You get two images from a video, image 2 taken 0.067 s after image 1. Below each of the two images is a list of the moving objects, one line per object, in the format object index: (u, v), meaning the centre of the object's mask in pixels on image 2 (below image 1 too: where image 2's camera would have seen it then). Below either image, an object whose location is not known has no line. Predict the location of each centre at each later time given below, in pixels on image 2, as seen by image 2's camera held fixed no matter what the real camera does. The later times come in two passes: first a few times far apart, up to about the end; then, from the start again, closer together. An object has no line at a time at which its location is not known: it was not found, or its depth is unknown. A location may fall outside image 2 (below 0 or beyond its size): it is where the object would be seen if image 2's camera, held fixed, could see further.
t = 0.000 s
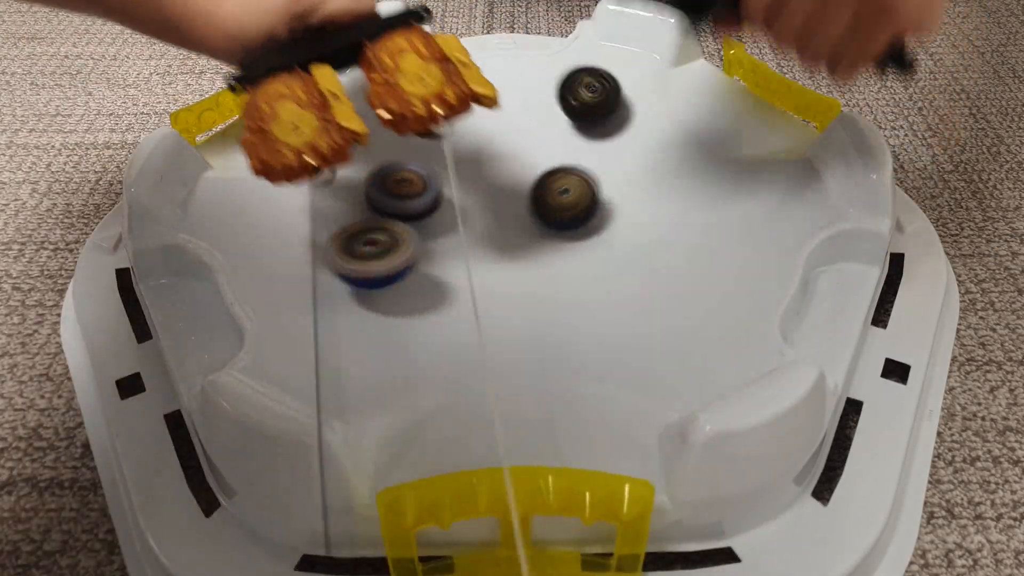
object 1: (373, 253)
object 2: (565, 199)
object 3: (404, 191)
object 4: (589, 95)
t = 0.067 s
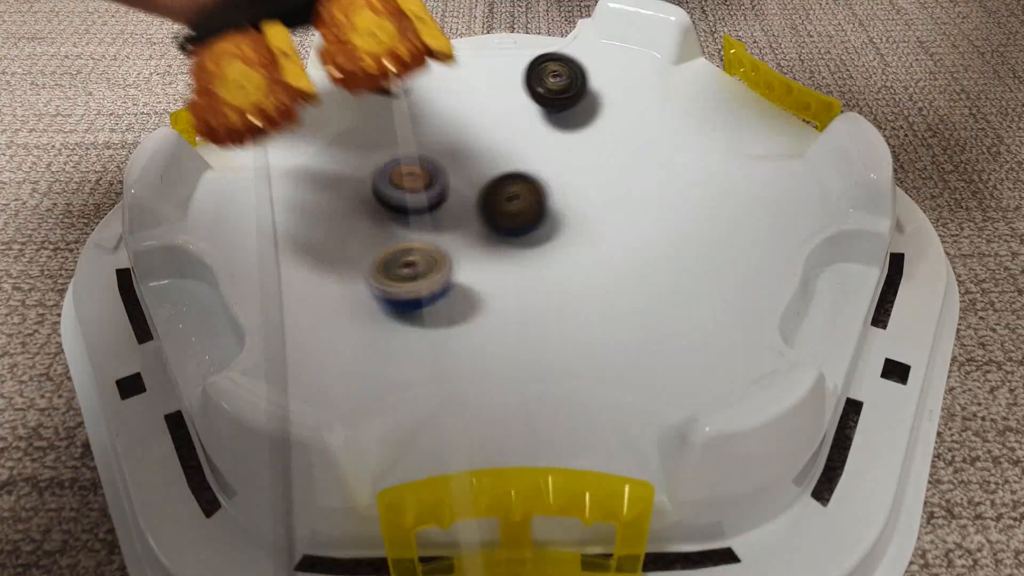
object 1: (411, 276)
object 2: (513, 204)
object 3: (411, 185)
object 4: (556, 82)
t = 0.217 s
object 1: (540, 270)
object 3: (373, 143)
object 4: (503, 93)
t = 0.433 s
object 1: (665, 219)
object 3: (417, 128)
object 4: (497, 139)
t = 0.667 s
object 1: (586, 157)
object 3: (496, 181)
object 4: (516, 69)
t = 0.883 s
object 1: (604, 112)
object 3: (399, 210)
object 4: (483, 43)
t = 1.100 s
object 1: (521, 130)
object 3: (426, 159)
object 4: (478, 80)
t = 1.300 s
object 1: (596, 152)
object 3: (335, 160)
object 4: (482, 152)
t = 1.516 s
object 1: (632, 171)
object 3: (289, 134)
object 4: (561, 236)
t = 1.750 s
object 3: (304, 282)
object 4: (694, 226)
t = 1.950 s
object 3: (295, 319)
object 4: (744, 203)
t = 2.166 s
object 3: (416, 272)
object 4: (709, 185)
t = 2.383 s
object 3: (404, 206)
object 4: (703, 136)
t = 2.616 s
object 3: (282, 153)
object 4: (751, 91)
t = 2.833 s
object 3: (394, 191)
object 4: (737, 104)
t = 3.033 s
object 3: (454, 238)
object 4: (696, 129)
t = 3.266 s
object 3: (504, 235)
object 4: (538, 162)
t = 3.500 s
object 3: (548, 222)
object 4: (396, 244)
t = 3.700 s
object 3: (529, 202)
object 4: (370, 248)
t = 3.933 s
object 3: (525, 170)
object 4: (380, 106)
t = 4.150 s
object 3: (515, 158)
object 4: (383, 38)
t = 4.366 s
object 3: (492, 172)
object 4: (427, 45)
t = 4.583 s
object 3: (441, 187)
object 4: (482, 64)
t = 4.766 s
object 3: (394, 152)
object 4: (531, 109)
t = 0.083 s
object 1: (425, 276)
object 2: (499, 210)
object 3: (417, 184)
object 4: (547, 86)
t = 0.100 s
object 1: (435, 279)
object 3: (419, 182)
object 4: (540, 86)
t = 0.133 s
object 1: (466, 279)
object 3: (404, 169)
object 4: (527, 85)
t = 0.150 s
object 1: (481, 276)
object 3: (394, 164)
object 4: (521, 88)
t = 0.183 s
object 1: (512, 277)
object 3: (380, 154)
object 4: (511, 91)
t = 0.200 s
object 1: (527, 273)
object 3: (376, 148)
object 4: (507, 93)
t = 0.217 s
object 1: (540, 270)
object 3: (373, 143)
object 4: (503, 93)
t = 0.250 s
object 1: (568, 273)
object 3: (370, 137)
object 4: (497, 98)
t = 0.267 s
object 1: (582, 273)
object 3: (371, 134)
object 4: (496, 100)
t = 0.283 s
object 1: (594, 270)
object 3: (373, 132)
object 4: (494, 102)
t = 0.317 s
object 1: (619, 265)
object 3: (378, 129)
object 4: (492, 107)
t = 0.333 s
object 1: (630, 260)
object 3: (383, 128)
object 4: (492, 111)
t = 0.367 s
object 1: (647, 248)
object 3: (394, 126)
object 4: (489, 119)
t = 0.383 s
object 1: (654, 242)
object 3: (402, 127)
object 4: (489, 124)
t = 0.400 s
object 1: (659, 235)
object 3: (409, 127)
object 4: (488, 129)
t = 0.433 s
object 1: (665, 219)
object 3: (417, 128)
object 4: (497, 139)
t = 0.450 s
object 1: (665, 211)
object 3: (420, 129)
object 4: (504, 143)
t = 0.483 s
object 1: (660, 194)
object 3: (429, 132)
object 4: (516, 148)
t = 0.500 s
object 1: (656, 187)
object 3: (435, 134)
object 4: (521, 142)
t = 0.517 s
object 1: (650, 180)
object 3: (442, 136)
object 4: (525, 136)
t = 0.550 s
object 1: (633, 165)
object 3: (457, 142)
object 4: (532, 128)
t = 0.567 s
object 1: (623, 159)
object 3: (465, 145)
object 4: (535, 125)
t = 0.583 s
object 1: (612, 152)
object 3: (472, 149)
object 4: (539, 122)
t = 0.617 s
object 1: (600, 149)
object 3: (481, 161)
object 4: (534, 101)
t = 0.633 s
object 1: (597, 150)
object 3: (487, 167)
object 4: (527, 89)
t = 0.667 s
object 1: (586, 157)
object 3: (496, 181)
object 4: (516, 69)
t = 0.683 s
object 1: (579, 161)
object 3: (500, 187)
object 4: (512, 62)
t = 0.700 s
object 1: (574, 162)
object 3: (501, 196)
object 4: (509, 56)
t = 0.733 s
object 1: (589, 150)
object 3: (469, 224)
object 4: (503, 47)
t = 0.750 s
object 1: (595, 143)
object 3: (453, 237)
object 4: (501, 44)
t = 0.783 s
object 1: (604, 134)
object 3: (428, 242)
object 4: (497, 39)
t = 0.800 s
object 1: (607, 129)
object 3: (422, 238)
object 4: (494, 37)
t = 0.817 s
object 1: (608, 124)
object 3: (416, 234)
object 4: (492, 38)
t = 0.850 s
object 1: (608, 116)
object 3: (405, 223)
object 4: (487, 41)
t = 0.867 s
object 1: (607, 114)
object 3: (402, 218)
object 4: (485, 41)
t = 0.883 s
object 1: (604, 112)
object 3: (399, 210)
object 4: (483, 43)
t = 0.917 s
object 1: (598, 108)
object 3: (396, 203)
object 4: (480, 45)
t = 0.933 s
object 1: (594, 107)
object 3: (395, 196)
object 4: (479, 48)
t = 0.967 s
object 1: (584, 107)
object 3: (394, 186)
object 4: (477, 52)
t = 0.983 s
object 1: (578, 108)
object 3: (395, 182)
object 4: (476, 55)
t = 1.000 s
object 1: (571, 109)
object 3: (397, 176)
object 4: (476, 58)
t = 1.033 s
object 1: (556, 113)
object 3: (403, 169)
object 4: (476, 65)
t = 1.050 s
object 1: (548, 117)
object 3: (407, 166)
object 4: (476, 69)
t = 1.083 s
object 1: (530, 126)
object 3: (419, 160)
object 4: (478, 79)
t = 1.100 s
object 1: (521, 130)
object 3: (426, 159)
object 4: (478, 80)
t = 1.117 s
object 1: (511, 136)
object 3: (434, 158)
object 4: (478, 84)
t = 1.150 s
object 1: (520, 141)
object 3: (420, 167)
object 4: (478, 96)
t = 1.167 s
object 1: (531, 142)
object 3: (408, 173)
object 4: (478, 99)
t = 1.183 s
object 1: (542, 143)
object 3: (398, 179)
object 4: (479, 107)
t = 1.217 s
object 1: (560, 146)
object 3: (380, 188)
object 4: (478, 118)
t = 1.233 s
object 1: (568, 147)
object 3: (373, 193)
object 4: (479, 124)
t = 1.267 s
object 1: (583, 149)
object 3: (361, 199)
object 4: (480, 138)
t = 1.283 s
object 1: (590, 151)
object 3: (351, 187)
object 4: (481, 145)
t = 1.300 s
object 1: (596, 152)
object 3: (335, 160)
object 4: (482, 152)
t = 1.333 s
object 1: (607, 154)
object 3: (313, 120)
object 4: (488, 167)
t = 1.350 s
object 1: (612, 155)
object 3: (304, 104)
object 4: (491, 175)
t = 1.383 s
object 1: (620, 158)
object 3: (288, 76)
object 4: (500, 189)
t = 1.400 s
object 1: (623, 158)
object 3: (294, 63)
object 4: (506, 194)
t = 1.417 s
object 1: (626, 159)
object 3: (304, 60)
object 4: (512, 202)
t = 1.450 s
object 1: (631, 162)
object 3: (296, 73)
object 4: (526, 215)
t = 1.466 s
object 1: (632, 161)
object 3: (296, 87)
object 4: (535, 220)
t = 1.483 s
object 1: (633, 162)
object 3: (293, 100)
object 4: (543, 224)
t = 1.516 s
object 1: (632, 171)
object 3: (289, 134)
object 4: (561, 236)
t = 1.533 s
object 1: (631, 172)
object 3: (287, 142)
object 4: (571, 237)
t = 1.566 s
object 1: (626, 178)
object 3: (280, 162)
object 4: (591, 242)
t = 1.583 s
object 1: (622, 179)
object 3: (279, 178)
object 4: (601, 244)
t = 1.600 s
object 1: (618, 182)
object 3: (277, 191)
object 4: (612, 245)
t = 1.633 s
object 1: (607, 185)
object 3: (279, 210)
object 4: (632, 240)
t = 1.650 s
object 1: (601, 190)
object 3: (280, 223)
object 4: (641, 241)
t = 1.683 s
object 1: (592, 199)
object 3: (286, 246)
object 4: (661, 238)
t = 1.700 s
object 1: (585, 200)
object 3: (289, 254)
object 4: (670, 234)
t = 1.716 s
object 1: (579, 204)
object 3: (294, 264)
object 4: (679, 232)
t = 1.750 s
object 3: (304, 282)
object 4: (694, 226)
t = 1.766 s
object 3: (296, 290)
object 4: (701, 224)
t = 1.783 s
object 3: (291, 299)
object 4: (708, 222)
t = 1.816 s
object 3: (279, 319)
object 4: (719, 218)
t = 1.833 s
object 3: (272, 326)
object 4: (724, 215)
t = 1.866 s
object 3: (272, 325)
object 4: (733, 212)
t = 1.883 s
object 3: (275, 321)
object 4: (736, 210)
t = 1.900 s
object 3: (279, 320)
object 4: (739, 206)
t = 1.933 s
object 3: (290, 323)
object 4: (744, 204)
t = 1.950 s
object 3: (295, 319)
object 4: (744, 203)
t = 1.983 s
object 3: (309, 311)
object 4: (743, 199)
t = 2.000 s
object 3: (318, 307)
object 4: (741, 198)
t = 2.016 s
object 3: (326, 305)
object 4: (739, 197)
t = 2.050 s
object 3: (344, 297)
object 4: (734, 195)
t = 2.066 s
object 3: (354, 294)
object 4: (731, 193)
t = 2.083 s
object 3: (363, 291)
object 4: (727, 192)
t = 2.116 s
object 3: (384, 283)
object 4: (716, 191)
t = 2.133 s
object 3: (394, 279)
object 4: (712, 190)
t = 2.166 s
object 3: (416, 272)
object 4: (709, 185)
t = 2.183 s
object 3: (428, 268)
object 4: (708, 184)
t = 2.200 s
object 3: (439, 264)
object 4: (705, 182)
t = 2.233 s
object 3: (462, 255)
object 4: (697, 180)
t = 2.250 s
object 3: (473, 250)
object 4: (693, 179)
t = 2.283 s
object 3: (497, 239)
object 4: (682, 176)
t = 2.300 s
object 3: (508, 234)
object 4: (675, 176)
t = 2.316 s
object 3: (494, 227)
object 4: (670, 176)
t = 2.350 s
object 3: (447, 211)
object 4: (688, 156)
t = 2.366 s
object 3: (426, 208)
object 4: (696, 145)
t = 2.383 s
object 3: (404, 206)
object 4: (703, 136)
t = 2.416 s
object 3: (368, 193)
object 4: (713, 120)
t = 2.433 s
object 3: (352, 184)
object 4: (717, 114)
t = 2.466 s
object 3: (325, 174)
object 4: (724, 105)
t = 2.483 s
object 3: (312, 168)
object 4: (728, 101)
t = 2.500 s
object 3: (302, 163)
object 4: (731, 100)
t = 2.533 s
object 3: (289, 158)
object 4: (738, 96)
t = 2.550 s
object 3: (284, 155)
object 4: (741, 95)
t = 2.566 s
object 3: (281, 153)
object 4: (744, 94)
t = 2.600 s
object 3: (280, 153)
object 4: (749, 92)
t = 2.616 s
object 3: (282, 153)
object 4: (751, 91)
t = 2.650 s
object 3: (290, 157)
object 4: (753, 90)
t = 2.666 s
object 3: (297, 158)
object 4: (752, 90)
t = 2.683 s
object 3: (304, 161)
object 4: (751, 91)
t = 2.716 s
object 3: (321, 167)
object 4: (749, 94)
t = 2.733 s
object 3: (331, 171)
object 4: (748, 95)
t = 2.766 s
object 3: (351, 177)
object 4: (745, 97)
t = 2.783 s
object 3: (361, 182)
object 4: (743, 99)
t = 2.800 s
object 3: (372, 185)
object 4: (741, 100)
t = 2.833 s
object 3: (394, 191)
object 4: (737, 104)
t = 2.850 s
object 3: (406, 195)
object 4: (734, 106)
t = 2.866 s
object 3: (418, 198)
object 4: (732, 108)
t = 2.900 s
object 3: (440, 203)
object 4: (726, 111)
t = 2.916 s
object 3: (454, 206)
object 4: (724, 113)
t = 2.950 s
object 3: (471, 214)
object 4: (717, 118)
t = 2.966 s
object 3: (463, 223)
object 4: (714, 120)
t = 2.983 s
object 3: (459, 228)
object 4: (711, 122)
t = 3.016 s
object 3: (455, 233)
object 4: (702, 126)
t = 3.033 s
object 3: (454, 238)
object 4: (696, 129)
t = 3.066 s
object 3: (455, 237)
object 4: (680, 132)
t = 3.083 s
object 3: (457, 238)
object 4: (670, 135)
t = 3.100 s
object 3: (461, 239)
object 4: (661, 136)
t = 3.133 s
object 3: (469, 240)
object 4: (640, 140)
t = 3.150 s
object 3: (473, 239)
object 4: (628, 140)
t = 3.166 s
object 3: (477, 239)
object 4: (616, 142)
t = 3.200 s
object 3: (487, 237)
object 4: (591, 148)
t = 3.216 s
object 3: (490, 238)
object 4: (577, 151)
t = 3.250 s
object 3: (499, 237)
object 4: (551, 158)
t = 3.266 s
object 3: (504, 235)
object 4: (538, 162)
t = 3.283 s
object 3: (507, 235)
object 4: (525, 165)
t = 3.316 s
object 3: (515, 233)
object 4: (500, 175)
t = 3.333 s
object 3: (519, 232)
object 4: (488, 180)
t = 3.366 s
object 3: (525, 231)
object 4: (465, 192)
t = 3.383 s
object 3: (529, 230)
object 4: (454, 198)
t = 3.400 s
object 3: (533, 229)
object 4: (443, 204)
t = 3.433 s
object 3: (539, 227)
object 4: (425, 217)
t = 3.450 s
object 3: (541, 225)
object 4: (417, 223)
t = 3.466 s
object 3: (544, 224)
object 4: (409, 230)
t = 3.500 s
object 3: (548, 222)
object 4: (396, 244)
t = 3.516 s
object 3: (549, 221)
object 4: (392, 251)
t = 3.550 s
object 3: (542, 219)
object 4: (385, 264)
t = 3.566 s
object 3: (539, 217)
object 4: (383, 270)
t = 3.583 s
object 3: (536, 215)
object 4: (383, 277)
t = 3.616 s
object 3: (532, 213)
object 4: (380, 287)
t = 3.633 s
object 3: (531, 210)
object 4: (379, 291)
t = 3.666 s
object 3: (529, 206)
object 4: (377, 278)
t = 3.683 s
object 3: (529, 204)
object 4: (372, 263)
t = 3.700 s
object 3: (529, 202)
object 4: (370, 248)
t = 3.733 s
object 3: (529, 198)
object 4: (367, 223)
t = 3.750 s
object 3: (529, 195)
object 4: (367, 210)
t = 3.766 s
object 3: (529, 193)
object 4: (367, 198)
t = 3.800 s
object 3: (529, 188)
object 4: (369, 174)
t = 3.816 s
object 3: (529, 185)
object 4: (370, 165)
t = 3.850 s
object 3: (528, 182)
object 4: (373, 146)
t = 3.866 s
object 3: (527, 180)
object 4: (375, 137)
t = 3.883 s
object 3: (527, 177)
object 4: (376, 128)
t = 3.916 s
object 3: (525, 173)
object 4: (378, 113)
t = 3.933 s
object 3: (525, 170)
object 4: (380, 106)
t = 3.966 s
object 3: (524, 167)
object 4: (381, 93)
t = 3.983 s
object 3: (523, 166)
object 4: (381, 87)
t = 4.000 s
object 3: (523, 165)
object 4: (381, 81)
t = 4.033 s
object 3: (521, 162)
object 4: (380, 68)
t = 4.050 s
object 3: (520, 161)
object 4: (381, 64)
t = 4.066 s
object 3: (519, 160)
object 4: (380, 59)
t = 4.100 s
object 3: (517, 159)
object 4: (381, 50)
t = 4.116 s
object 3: (517, 159)
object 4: (381, 46)
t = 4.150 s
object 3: (515, 158)
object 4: (383, 38)
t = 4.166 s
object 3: (513, 158)
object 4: (385, 35)
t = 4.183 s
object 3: (511, 159)
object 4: (388, 35)
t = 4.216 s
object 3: (509, 160)
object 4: (394, 38)
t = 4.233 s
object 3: (508, 160)
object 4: (398, 38)
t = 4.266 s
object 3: (505, 162)
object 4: (405, 40)
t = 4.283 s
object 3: (502, 162)
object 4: (408, 40)
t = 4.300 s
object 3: (501, 164)
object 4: (412, 42)
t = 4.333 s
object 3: (497, 169)
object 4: (420, 43)
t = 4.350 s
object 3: (495, 170)
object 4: (424, 45)
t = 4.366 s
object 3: (492, 172)
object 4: (427, 45)
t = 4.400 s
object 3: (489, 177)
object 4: (435, 47)
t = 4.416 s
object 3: (487, 179)
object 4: (439, 48)
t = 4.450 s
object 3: (483, 183)
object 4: (448, 49)
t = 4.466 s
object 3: (479, 185)
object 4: (451, 50)
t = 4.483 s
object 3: (473, 189)
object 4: (456, 52)
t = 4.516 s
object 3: (465, 194)
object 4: (465, 55)
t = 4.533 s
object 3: (462, 195)
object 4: (469, 55)
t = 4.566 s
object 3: (449, 193)
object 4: (478, 60)
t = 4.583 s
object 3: (441, 187)
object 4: (482, 64)
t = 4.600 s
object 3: (432, 180)
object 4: (487, 65)
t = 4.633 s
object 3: (418, 169)
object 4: (496, 71)
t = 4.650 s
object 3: (412, 164)
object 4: (500, 76)
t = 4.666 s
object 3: (409, 160)
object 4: (505, 80)
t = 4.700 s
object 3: (402, 156)
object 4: (514, 89)
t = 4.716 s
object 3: (400, 154)
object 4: (518, 93)
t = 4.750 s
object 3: (396, 153)
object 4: (527, 103)
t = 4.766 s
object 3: (394, 152)
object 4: (531, 109)
